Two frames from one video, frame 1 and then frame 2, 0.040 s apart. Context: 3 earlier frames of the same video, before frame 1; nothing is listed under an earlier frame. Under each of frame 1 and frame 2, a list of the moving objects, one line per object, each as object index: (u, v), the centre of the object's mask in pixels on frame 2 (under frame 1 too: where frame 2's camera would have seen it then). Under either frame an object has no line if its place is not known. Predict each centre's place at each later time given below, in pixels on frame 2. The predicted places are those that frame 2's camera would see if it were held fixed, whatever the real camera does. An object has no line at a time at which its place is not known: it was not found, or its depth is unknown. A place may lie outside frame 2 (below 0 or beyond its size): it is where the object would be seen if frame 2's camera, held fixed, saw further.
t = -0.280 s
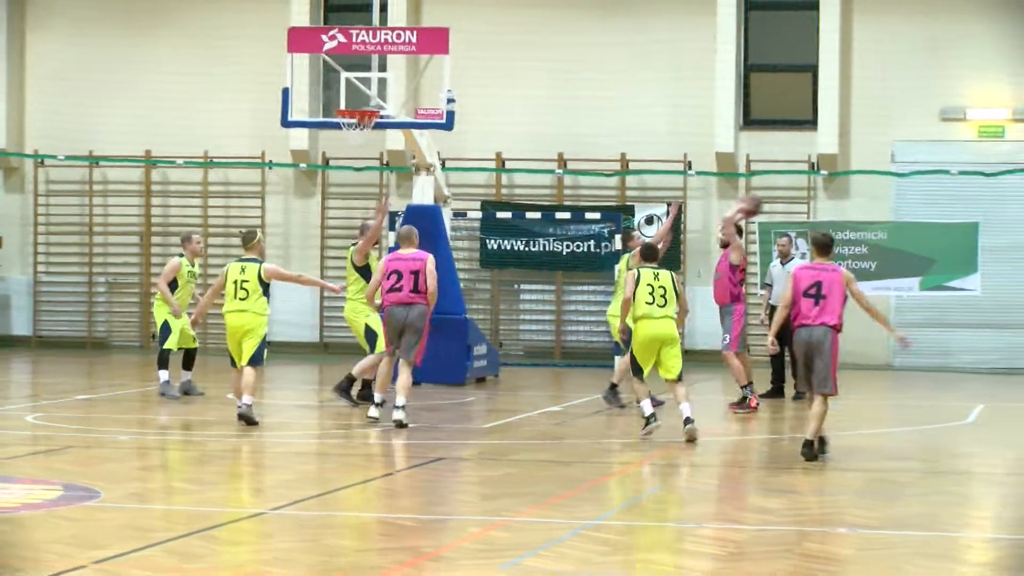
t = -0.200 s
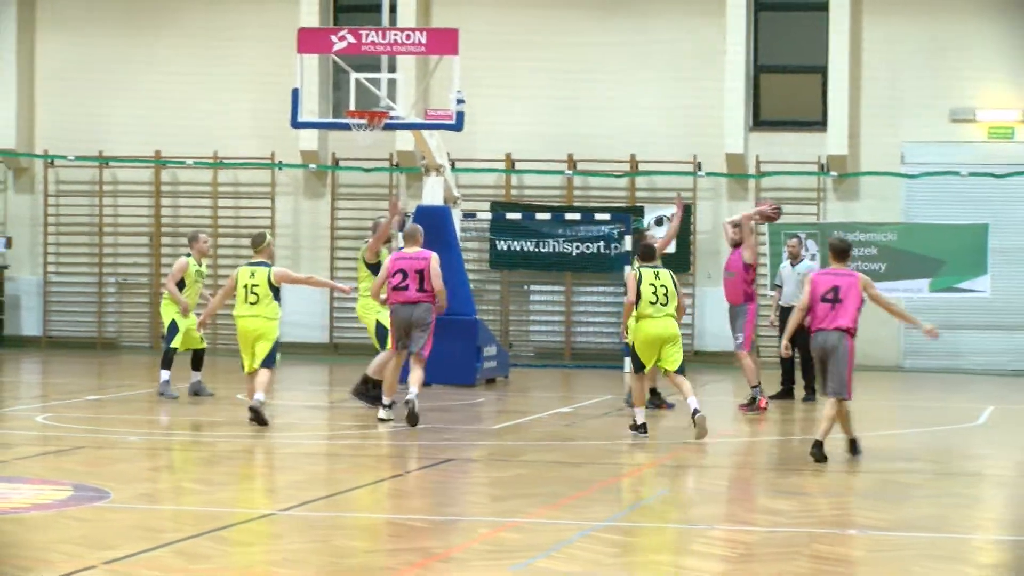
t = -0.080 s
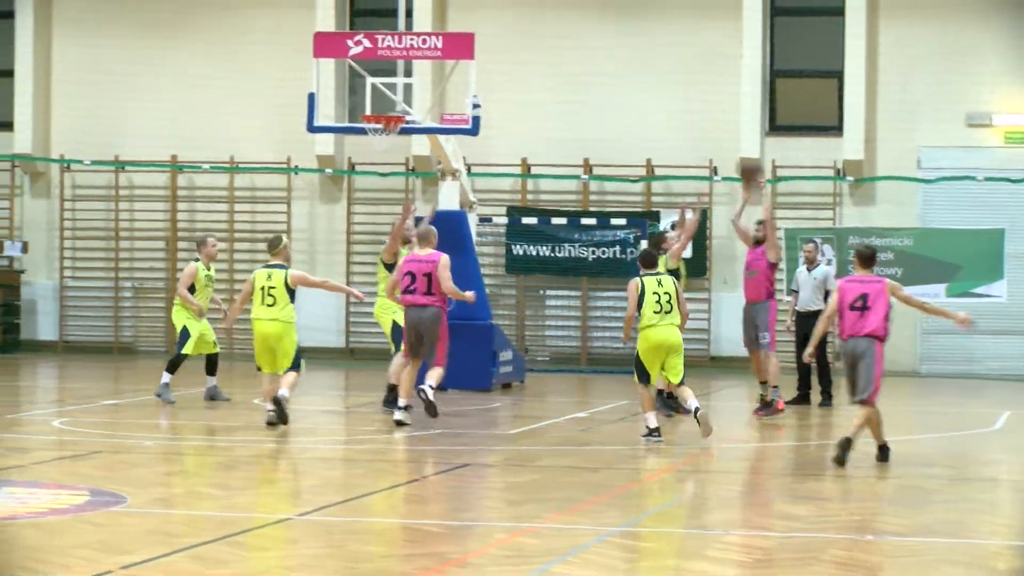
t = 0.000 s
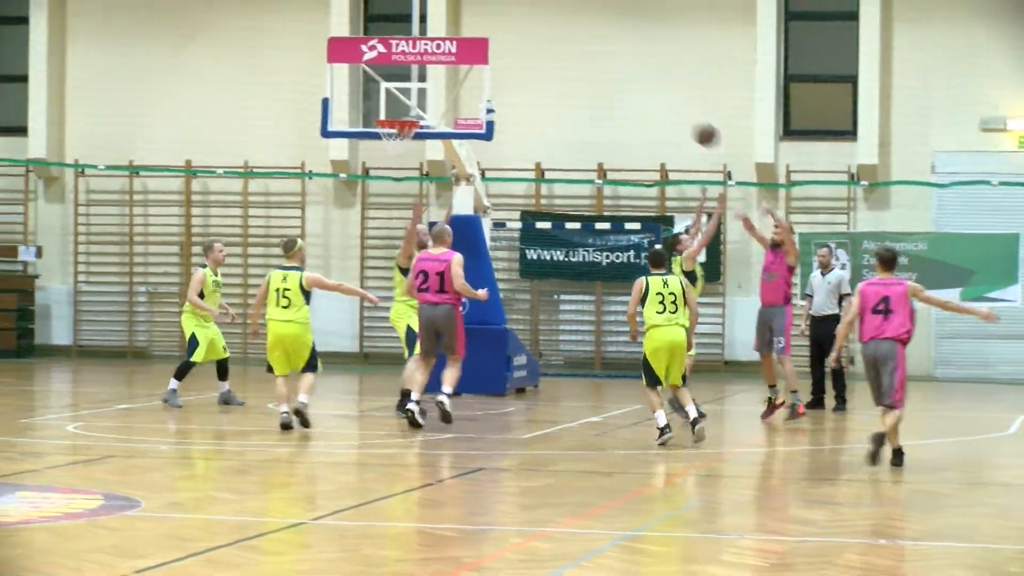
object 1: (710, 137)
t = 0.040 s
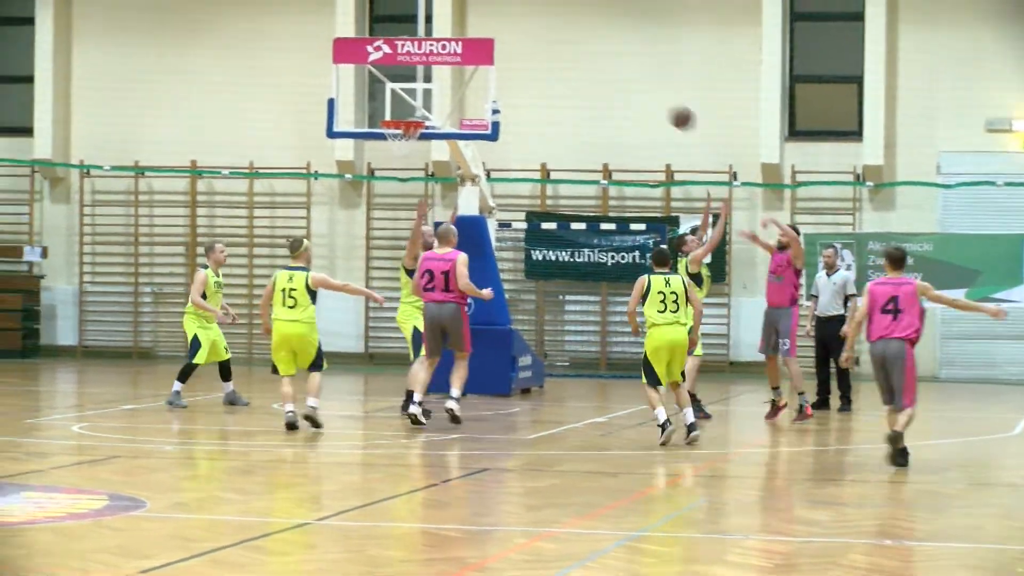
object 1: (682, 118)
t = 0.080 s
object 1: (654, 101)
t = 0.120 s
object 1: (626, 85)
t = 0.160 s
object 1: (598, 73)
